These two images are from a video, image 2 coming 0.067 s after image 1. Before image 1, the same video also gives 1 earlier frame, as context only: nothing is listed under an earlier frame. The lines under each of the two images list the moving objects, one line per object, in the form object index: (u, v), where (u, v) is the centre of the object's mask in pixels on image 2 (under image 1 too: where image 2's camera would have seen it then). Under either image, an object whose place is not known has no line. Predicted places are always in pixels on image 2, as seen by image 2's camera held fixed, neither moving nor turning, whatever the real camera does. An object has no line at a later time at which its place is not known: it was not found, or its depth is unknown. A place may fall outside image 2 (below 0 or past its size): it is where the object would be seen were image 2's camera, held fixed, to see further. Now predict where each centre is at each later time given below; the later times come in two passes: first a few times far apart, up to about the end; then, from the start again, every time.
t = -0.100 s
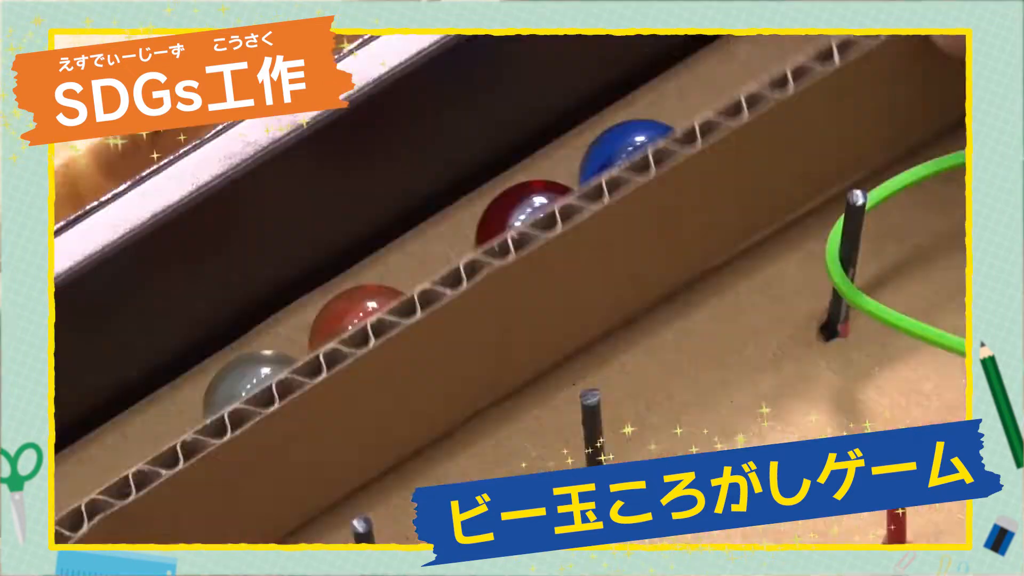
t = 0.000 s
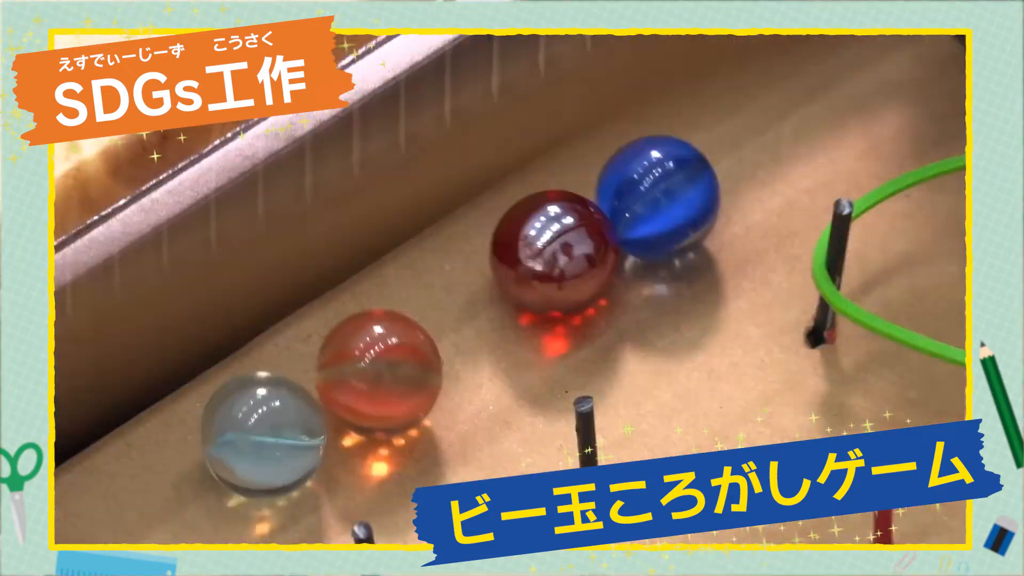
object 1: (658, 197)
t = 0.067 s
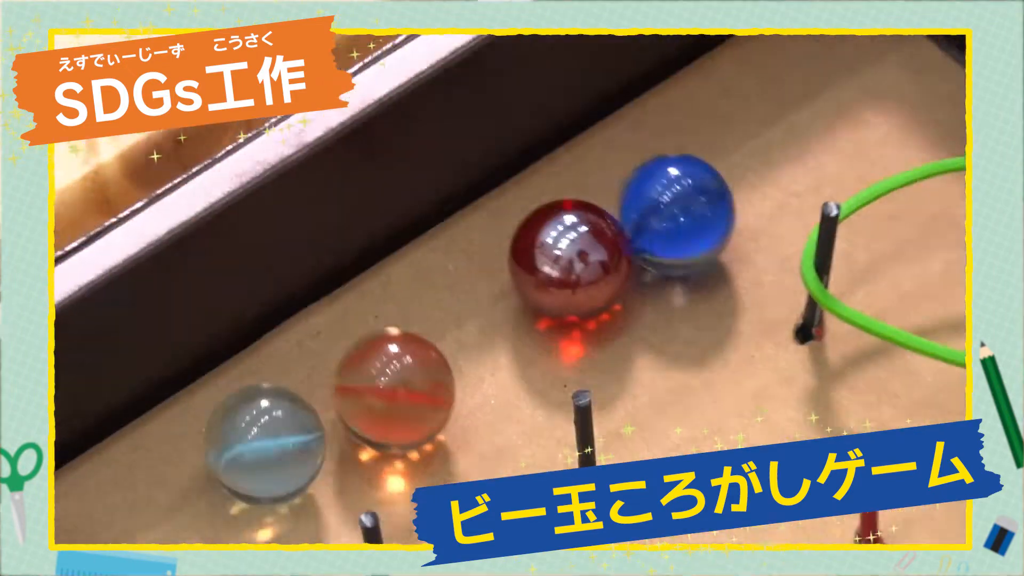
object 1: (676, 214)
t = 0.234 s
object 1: (741, 266)
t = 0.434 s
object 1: (731, 258)
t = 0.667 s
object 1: (643, 255)
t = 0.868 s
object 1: (589, 282)
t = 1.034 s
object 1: (576, 328)
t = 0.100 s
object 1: (689, 224)
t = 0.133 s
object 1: (701, 234)
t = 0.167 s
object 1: (717, 244)
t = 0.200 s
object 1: (735, 258)
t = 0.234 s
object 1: (741, 266)
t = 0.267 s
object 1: (735, 261)
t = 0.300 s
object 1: (731, 258)
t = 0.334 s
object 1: (729, 258)
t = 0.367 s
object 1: (728, 258)
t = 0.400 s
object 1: (729, 258)
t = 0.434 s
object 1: (731, 258)
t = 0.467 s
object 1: (727, 256)
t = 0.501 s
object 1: (714, 254)
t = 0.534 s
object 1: (702, 252)
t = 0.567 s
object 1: (689, 252)
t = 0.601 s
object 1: (674, 251)
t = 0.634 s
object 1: (659, 253)
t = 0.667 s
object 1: (643, 255)
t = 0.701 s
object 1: (629, 258)
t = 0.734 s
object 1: (618, 261)
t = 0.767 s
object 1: (609, 265)
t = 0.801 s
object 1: (601, 269)
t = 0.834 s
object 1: (595, 275)
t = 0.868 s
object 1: (589, 282)
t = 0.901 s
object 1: (584, 289)
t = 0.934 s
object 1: (580, 298)
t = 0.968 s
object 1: (577, 306)
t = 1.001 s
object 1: (576, 315)
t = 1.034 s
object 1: (576, 328)
